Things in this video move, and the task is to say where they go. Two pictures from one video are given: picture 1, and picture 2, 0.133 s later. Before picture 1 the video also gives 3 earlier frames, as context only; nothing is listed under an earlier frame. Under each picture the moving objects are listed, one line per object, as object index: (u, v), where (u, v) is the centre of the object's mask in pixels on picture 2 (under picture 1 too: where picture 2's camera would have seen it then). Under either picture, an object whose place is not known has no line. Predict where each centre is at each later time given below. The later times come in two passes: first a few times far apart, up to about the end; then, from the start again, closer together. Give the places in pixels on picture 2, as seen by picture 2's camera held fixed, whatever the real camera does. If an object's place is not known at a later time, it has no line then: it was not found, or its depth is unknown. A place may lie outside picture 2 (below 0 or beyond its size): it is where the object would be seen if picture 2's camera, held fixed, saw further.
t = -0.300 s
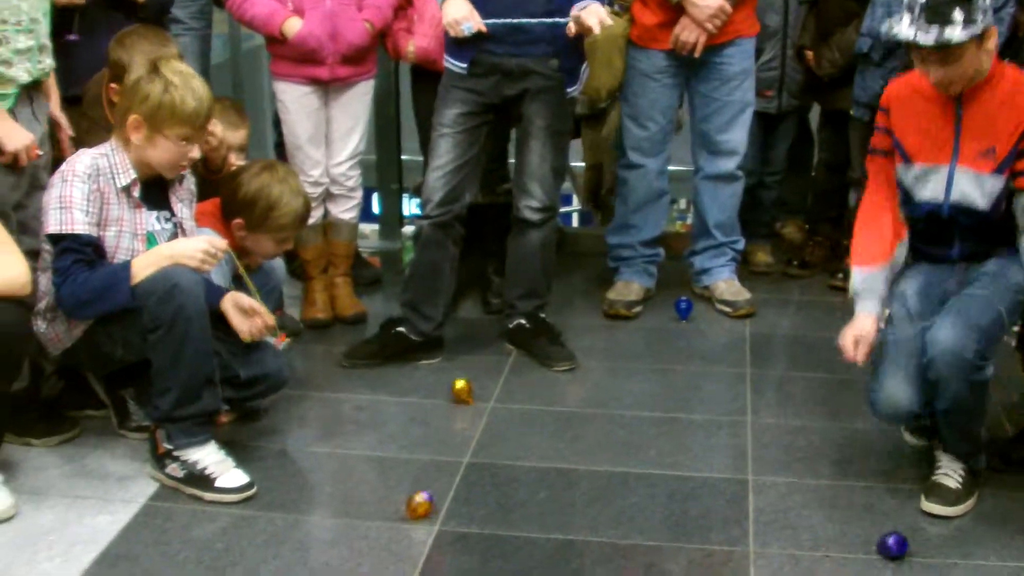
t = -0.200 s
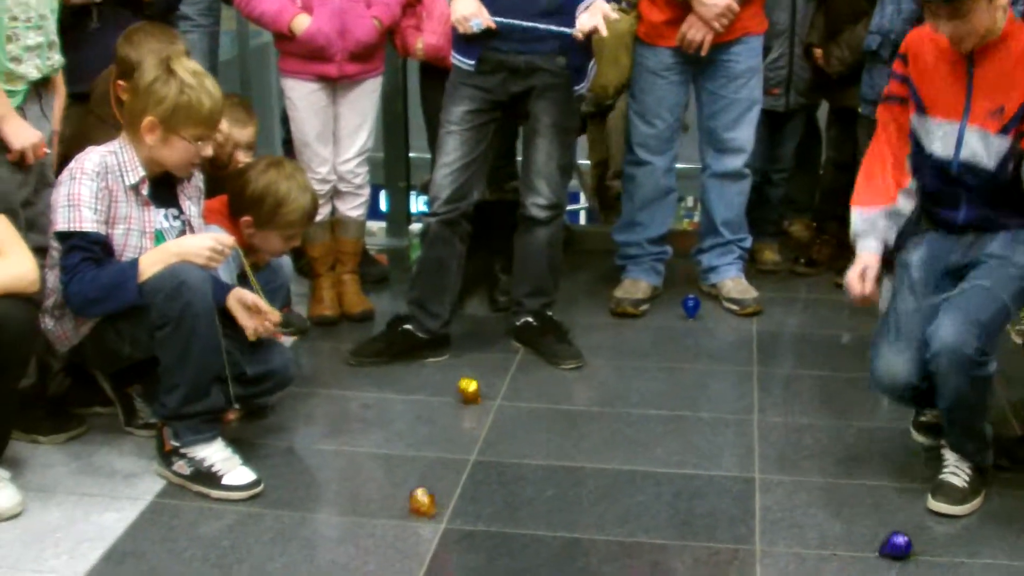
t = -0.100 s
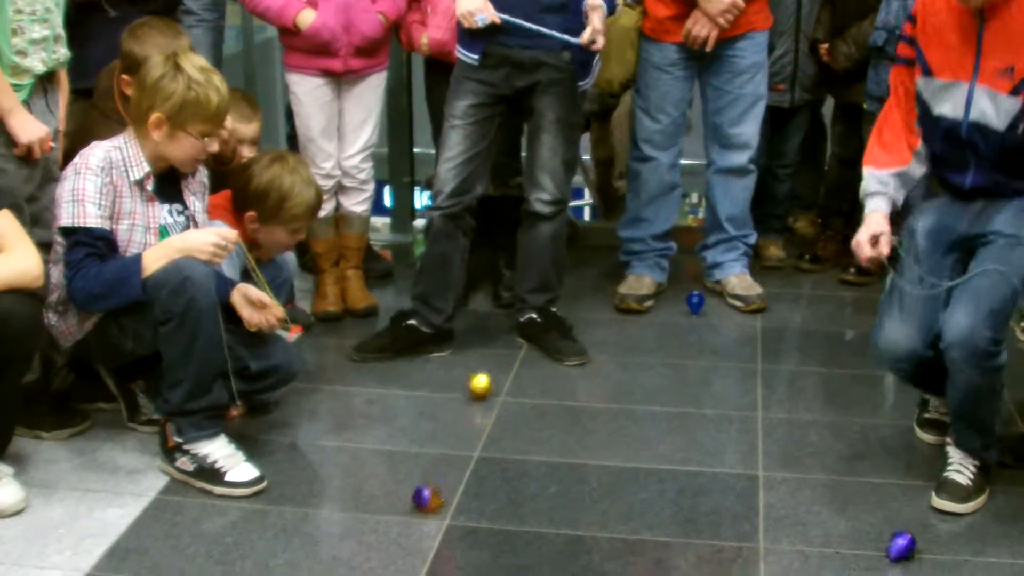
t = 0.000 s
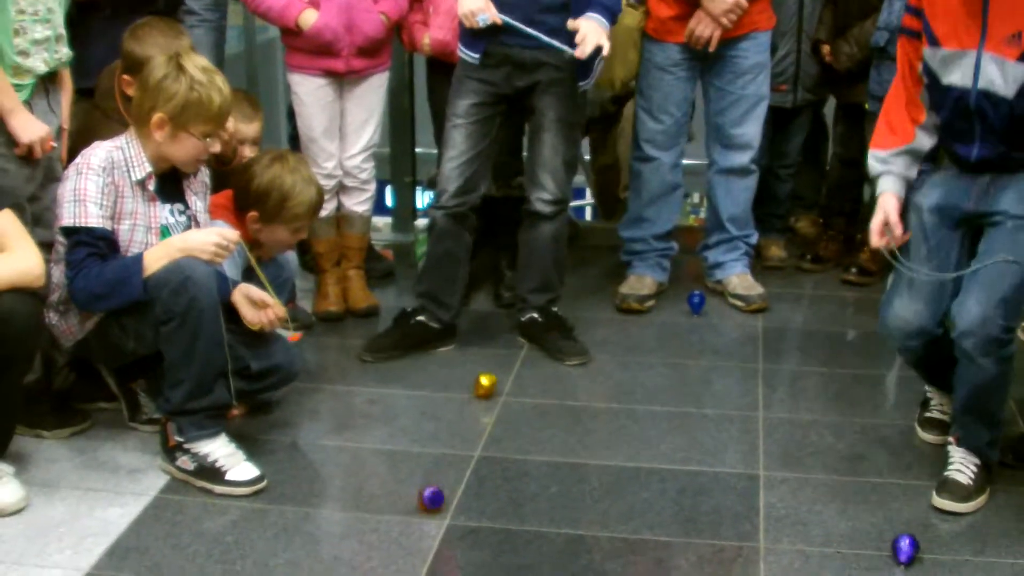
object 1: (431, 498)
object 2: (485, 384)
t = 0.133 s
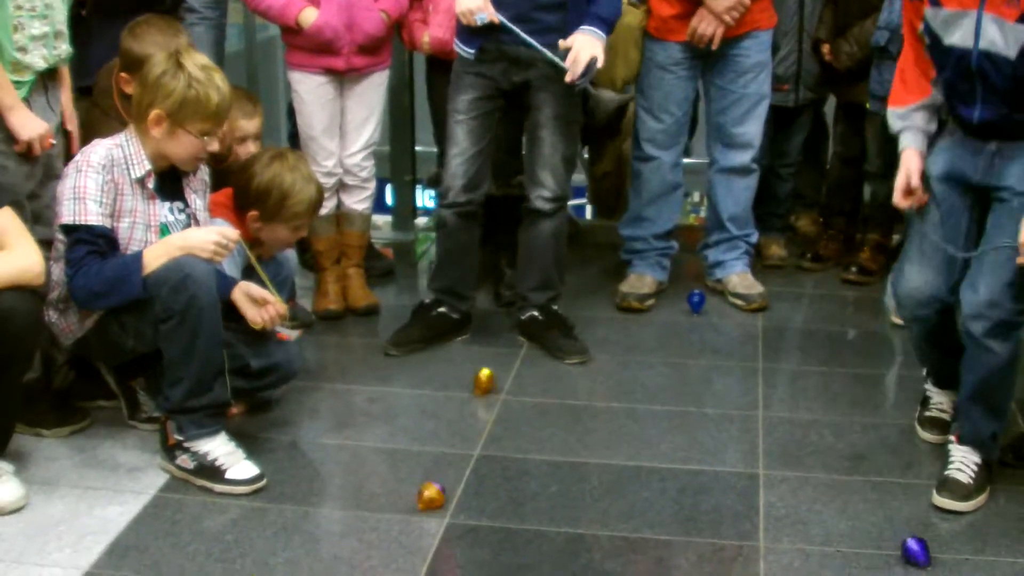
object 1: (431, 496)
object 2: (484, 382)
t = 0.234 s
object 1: (429, 497)
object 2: (477, 382)
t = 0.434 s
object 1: (427, 499)
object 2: (474, 386)
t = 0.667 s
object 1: (424, 498)
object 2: (485, 385)
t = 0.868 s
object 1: (422, 498)
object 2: (478, 382)
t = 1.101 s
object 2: (473, 385)
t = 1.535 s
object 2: (477, 382)
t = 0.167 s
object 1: (430, 497)
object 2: (481, 382)
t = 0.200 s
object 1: (429, 497)
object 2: (479, 381)
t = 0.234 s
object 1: (429, 497)
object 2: (477, 382)
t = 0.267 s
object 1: (428, 497)
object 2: (476, 383)
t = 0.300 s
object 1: (427, 497)
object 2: (474, 383)
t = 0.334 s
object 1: (427, 497)
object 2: (474, 384)
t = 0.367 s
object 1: (426, 498)
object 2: (474, 384)
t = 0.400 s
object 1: (426, 498)
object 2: (473, 386)
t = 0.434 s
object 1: (427, 499)
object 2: (474, 386)
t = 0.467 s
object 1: (426, 497)
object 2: (476, 386)
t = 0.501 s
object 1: (427, 497)
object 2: (478, 386)
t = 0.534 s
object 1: (427, 497)
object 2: (480, 386)
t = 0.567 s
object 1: (426, 498)
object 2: (482, 385)
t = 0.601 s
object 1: (426, 498)
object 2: (484, 385)
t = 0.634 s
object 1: (425, 497)
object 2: (485, 386)
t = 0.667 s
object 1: (424, 498)
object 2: (485, 385)
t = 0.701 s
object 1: (424, 498)
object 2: (484, 384)
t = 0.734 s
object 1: (423, 497)
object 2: (484, 384)
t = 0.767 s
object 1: (423, 498)
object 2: (483, 383)
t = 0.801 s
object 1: (423, 499)
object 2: (481, 382)
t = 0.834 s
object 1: (423, 499)
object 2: (479, 382)
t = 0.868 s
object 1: (422, 498)
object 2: (478, 382)
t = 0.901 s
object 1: (422, 498)
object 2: (475, 382)
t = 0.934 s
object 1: (422, 498)
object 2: (474, 383)
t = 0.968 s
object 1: (423, 499)
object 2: (474, 384)
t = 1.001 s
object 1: (423, 499)
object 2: (473, 384)
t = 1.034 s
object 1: (424, 499)
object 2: (472, 384)
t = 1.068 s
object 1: (423, 498)
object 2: (473, 385)
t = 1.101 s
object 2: (473, 385)
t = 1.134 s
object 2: (475, 385)
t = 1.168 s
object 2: (477, 385)
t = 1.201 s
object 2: (480, 385)
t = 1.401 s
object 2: (482, 383)
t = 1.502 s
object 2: (478, 381)
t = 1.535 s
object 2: (477, 382)
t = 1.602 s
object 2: (474, 383)
